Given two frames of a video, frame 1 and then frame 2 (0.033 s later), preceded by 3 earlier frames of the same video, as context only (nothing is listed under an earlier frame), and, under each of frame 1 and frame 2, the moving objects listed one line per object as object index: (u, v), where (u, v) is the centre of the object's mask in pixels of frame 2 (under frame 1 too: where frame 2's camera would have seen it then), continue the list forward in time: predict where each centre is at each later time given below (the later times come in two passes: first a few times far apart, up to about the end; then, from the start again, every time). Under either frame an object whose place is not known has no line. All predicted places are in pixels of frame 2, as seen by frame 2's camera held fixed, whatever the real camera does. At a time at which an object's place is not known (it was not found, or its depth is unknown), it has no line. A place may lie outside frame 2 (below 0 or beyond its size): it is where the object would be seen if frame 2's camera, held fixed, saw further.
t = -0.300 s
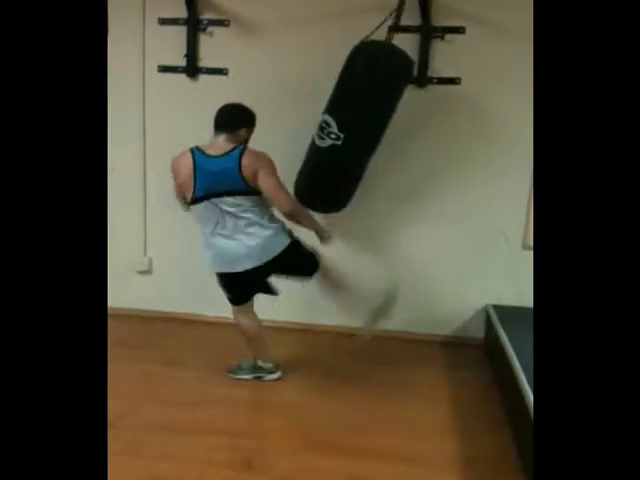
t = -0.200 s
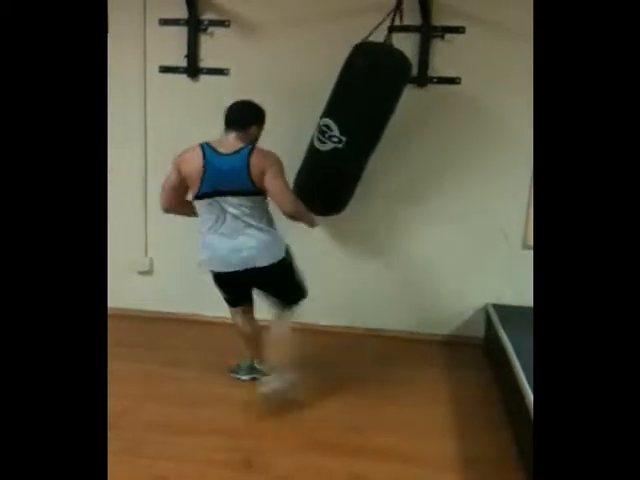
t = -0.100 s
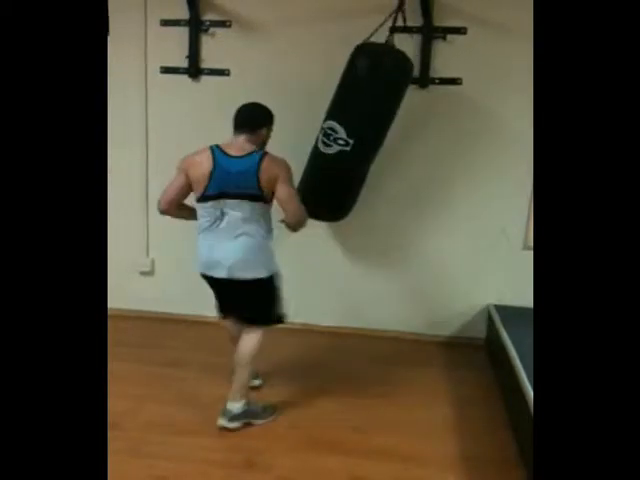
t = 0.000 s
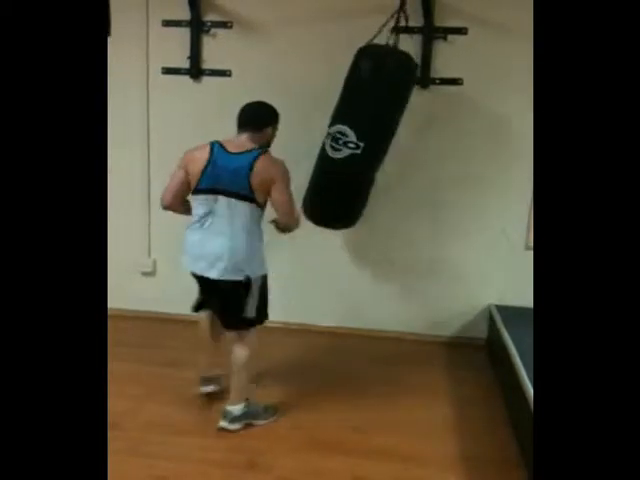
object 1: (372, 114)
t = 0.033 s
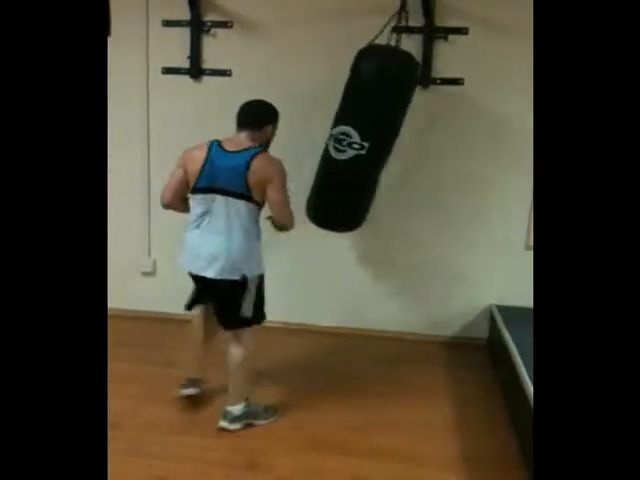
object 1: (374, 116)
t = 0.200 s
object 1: (386, 125)
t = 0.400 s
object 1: (411, 132)
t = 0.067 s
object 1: (375, 118)
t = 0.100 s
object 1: (377, 120)
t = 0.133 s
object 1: (380, 122)
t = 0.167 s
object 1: (383, 124)
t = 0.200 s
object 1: (386, 125)
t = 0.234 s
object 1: (389, 127)
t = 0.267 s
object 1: (393, 129)
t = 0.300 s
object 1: (397, 130)
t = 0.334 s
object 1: (402, 131)
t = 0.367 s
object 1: (406, 131)
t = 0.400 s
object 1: (411, 132)
